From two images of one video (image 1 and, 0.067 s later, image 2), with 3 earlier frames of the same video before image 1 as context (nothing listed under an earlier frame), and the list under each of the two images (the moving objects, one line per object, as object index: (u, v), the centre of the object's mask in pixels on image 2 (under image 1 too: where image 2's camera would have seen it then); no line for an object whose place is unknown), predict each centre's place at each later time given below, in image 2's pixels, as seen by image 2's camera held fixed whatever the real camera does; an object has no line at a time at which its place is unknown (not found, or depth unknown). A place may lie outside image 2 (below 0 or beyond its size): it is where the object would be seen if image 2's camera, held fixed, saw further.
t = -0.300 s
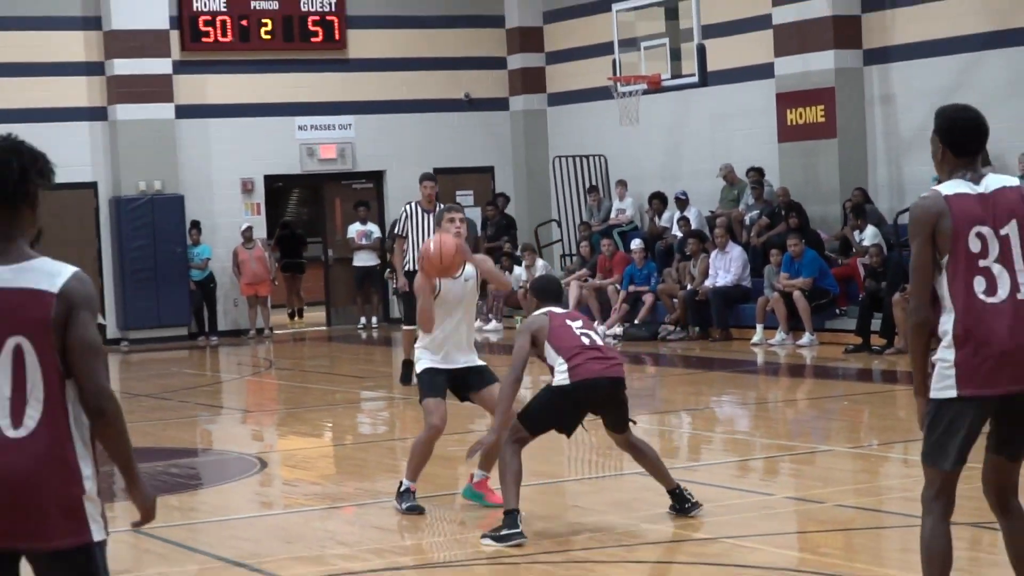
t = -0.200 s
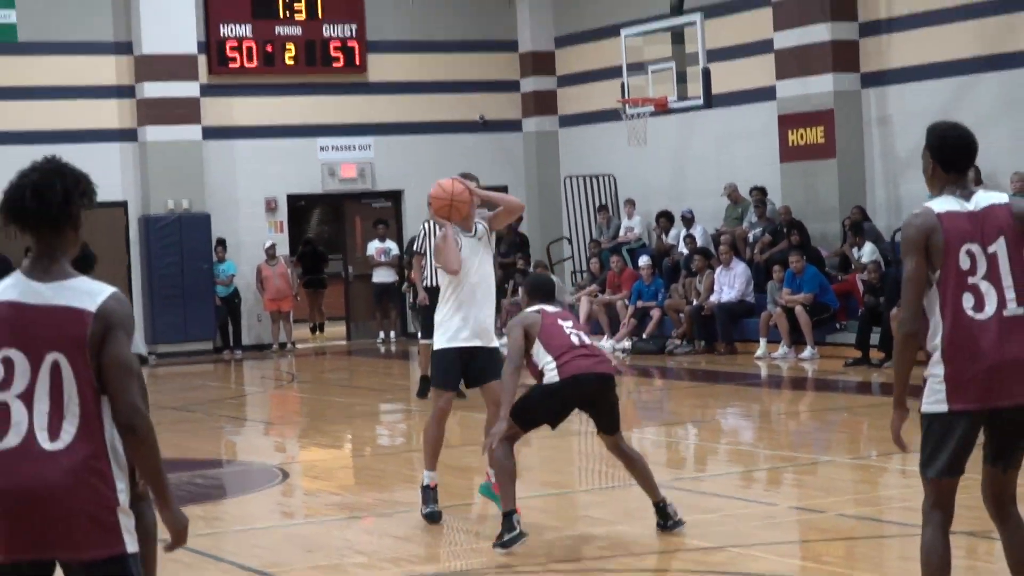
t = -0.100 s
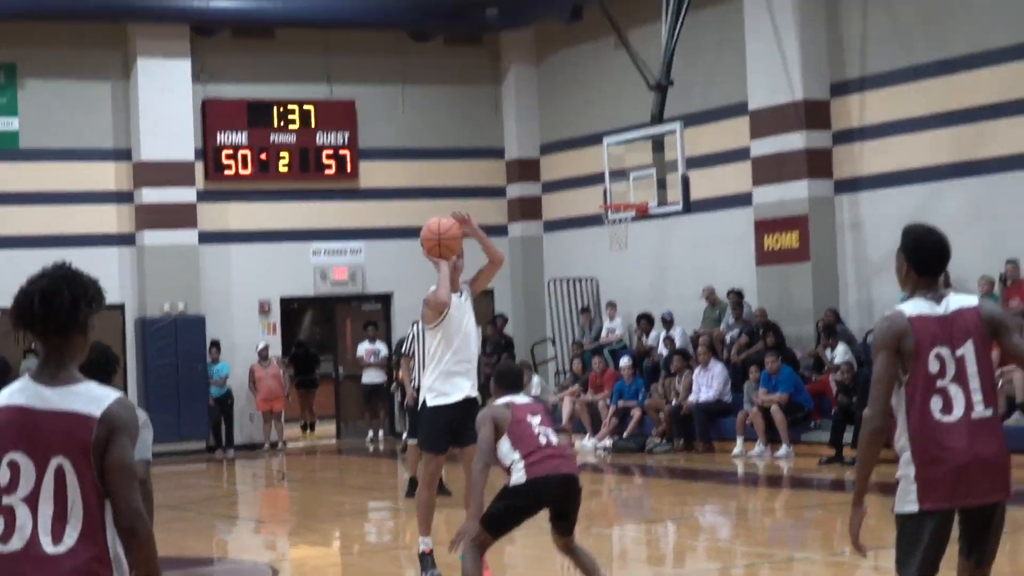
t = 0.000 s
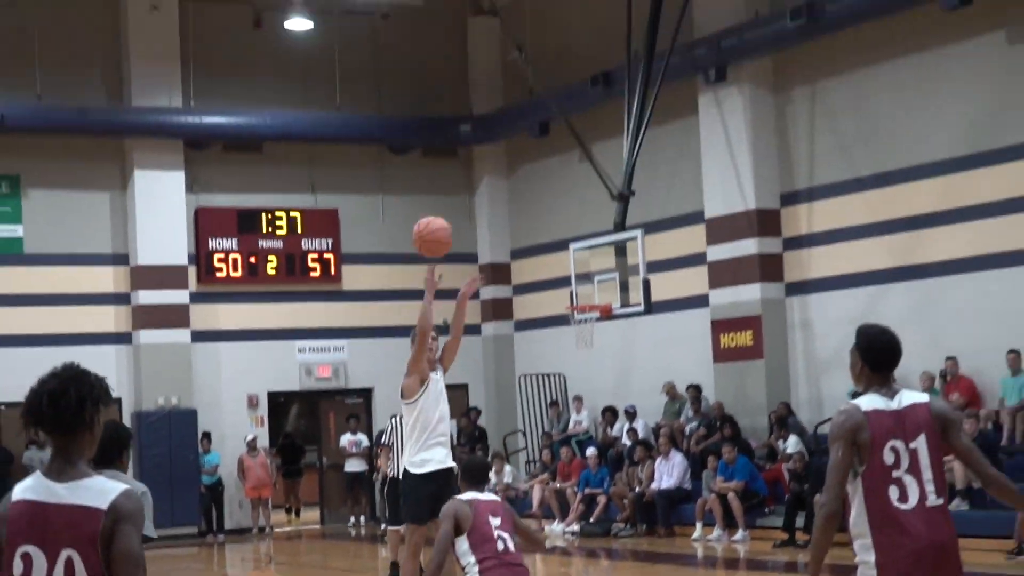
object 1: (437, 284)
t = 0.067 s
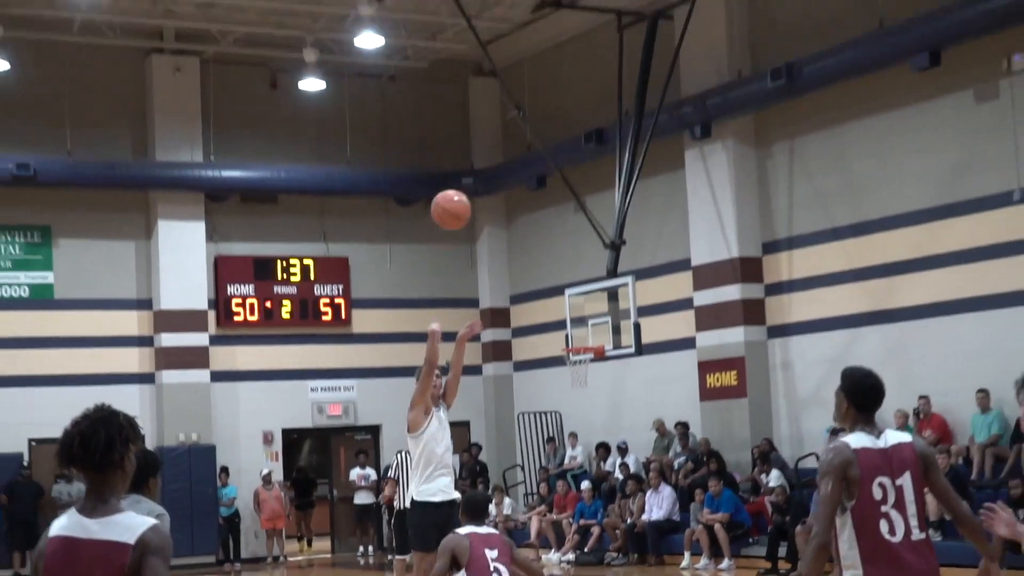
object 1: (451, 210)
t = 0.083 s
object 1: (455, 192)
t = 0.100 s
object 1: (459, 174)
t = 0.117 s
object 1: (463, 156)
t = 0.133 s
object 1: (466, 139)
